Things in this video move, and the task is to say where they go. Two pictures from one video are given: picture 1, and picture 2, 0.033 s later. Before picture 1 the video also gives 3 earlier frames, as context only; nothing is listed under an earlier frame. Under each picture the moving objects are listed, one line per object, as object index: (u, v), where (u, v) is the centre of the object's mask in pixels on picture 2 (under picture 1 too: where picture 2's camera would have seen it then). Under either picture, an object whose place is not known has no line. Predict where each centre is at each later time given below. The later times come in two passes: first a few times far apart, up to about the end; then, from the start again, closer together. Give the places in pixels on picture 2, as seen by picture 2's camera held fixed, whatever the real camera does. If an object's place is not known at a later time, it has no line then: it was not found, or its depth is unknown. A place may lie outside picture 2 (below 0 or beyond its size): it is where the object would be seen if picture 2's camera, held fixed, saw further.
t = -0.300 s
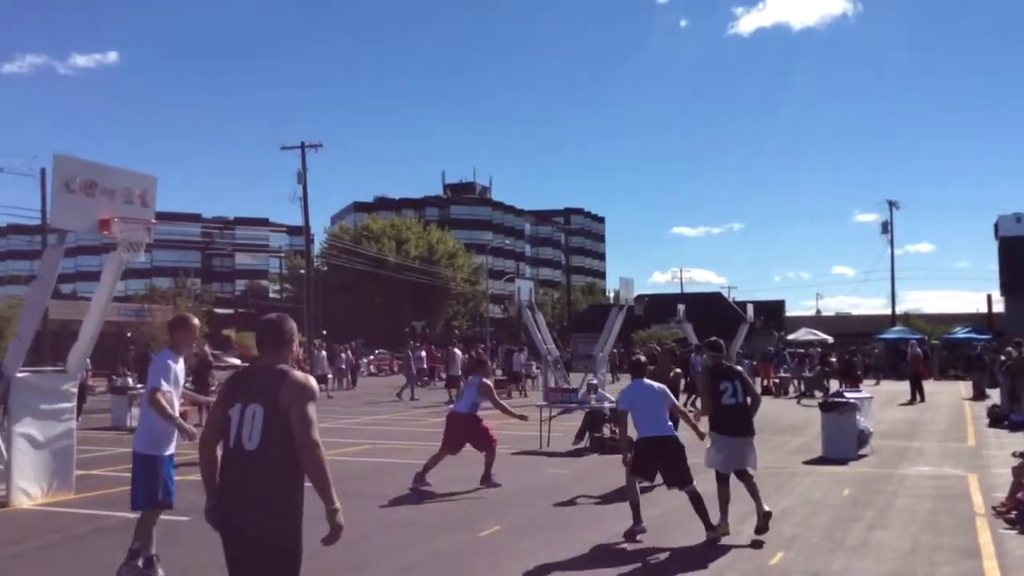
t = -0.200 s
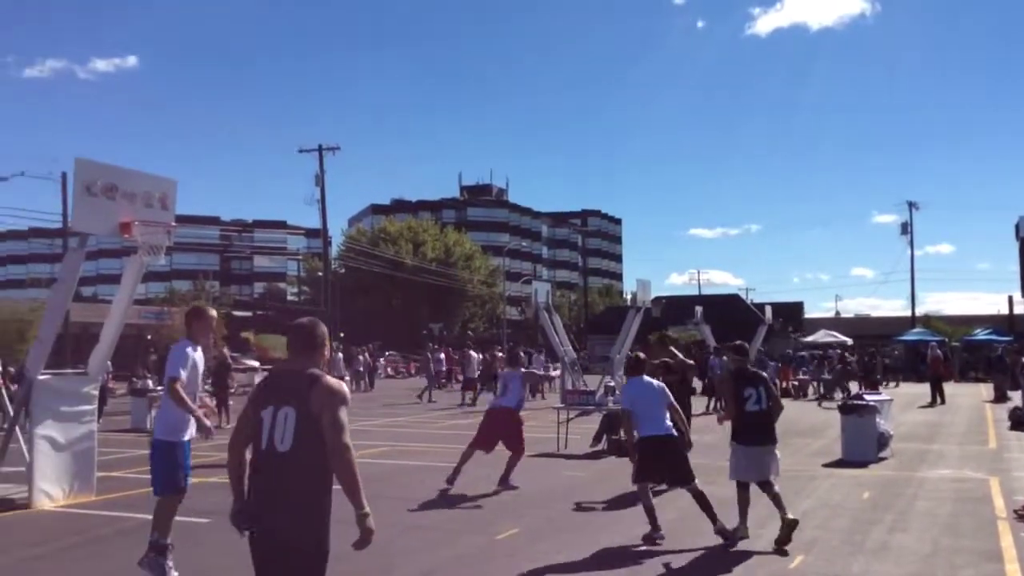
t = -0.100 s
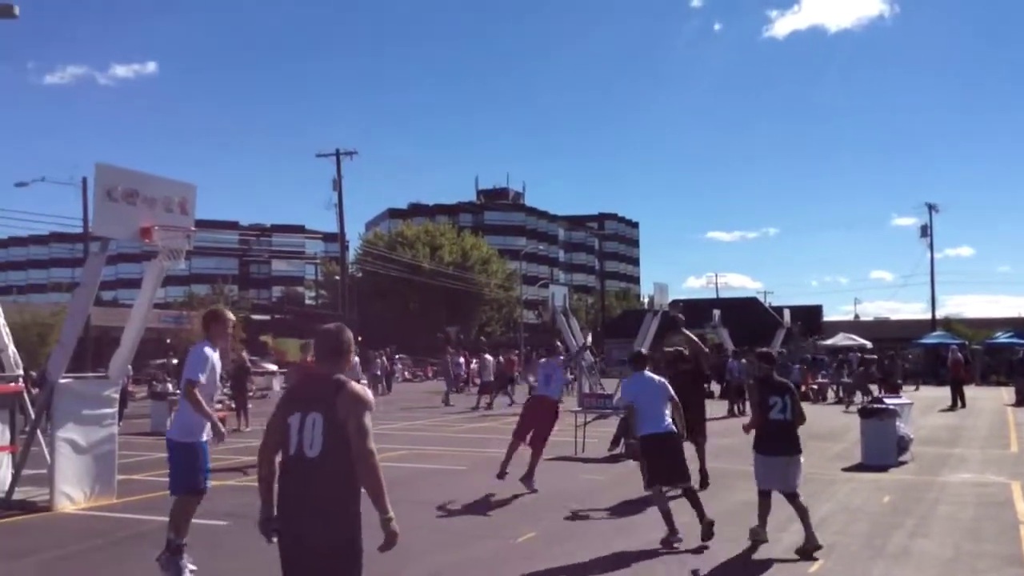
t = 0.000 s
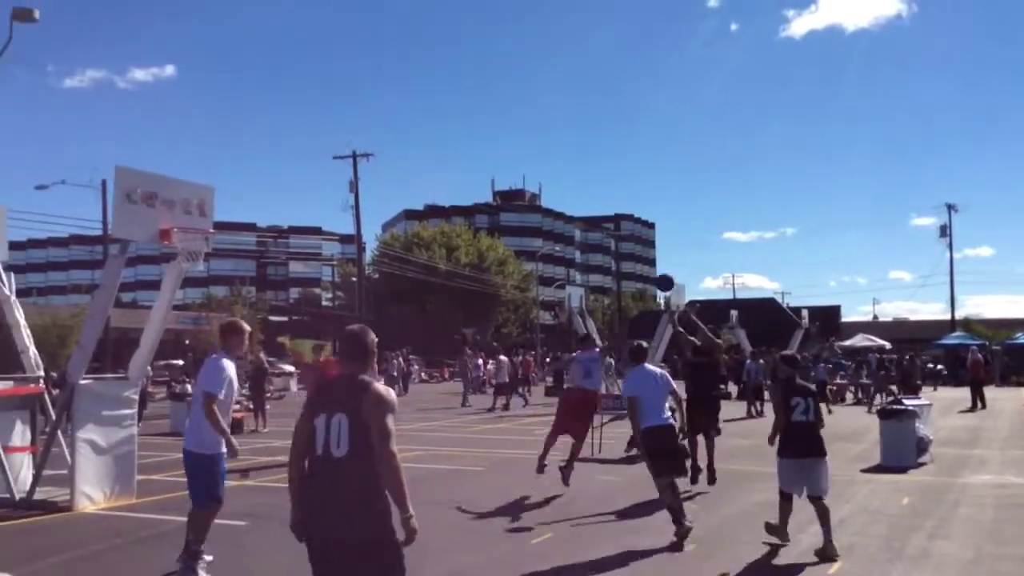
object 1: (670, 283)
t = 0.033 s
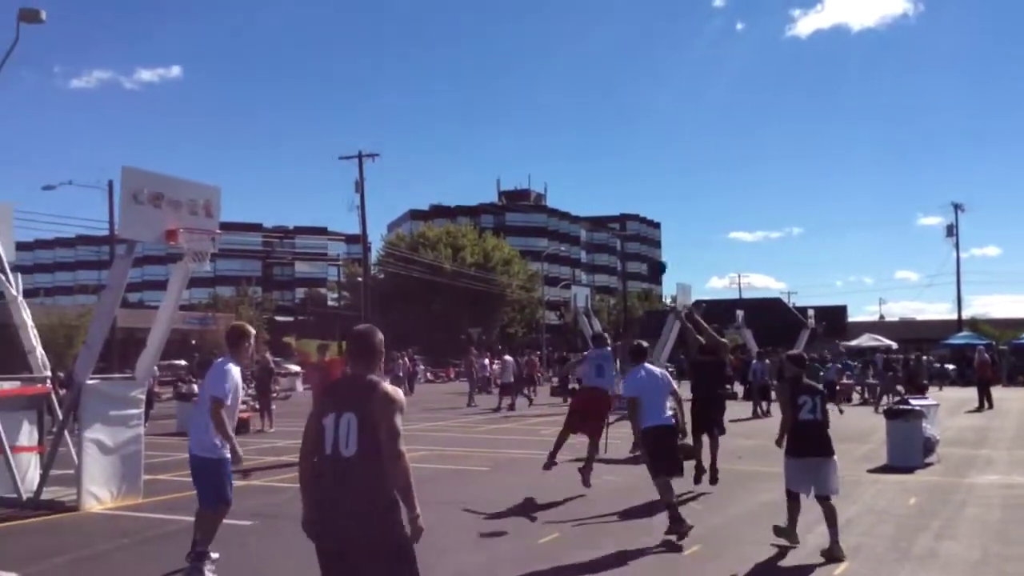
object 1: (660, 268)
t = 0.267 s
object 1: (560, 185)
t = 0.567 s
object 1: (431, 138)
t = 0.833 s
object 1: (311, 158)
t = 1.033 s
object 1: (211, 214)
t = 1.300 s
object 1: (218, 323)
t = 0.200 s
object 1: (588, 205)
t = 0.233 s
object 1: (574, 194)
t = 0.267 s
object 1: (560, 185)
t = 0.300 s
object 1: (546, 177)
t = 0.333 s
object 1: (532, 169)
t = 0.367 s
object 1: (517, 162)
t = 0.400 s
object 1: (503, 156)
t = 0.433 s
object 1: (489, 151)
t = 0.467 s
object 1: (475, 146)
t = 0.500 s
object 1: (460, 143)
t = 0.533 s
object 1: (446, 140)
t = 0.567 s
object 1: (431, 138)
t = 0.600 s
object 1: (417, 138)
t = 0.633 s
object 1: (402, 138)
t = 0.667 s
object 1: (387, 138)
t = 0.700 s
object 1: (372, 141)
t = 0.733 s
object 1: (357, 144)
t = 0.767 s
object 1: (342, 148)
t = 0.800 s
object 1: (326, 152)
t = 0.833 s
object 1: (311, 158)
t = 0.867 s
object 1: (295, 165)
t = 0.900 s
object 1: (279, 172)
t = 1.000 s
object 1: (228, 202)
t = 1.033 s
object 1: (211, 214)
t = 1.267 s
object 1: (213, 307)
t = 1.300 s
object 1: (218, 323)
